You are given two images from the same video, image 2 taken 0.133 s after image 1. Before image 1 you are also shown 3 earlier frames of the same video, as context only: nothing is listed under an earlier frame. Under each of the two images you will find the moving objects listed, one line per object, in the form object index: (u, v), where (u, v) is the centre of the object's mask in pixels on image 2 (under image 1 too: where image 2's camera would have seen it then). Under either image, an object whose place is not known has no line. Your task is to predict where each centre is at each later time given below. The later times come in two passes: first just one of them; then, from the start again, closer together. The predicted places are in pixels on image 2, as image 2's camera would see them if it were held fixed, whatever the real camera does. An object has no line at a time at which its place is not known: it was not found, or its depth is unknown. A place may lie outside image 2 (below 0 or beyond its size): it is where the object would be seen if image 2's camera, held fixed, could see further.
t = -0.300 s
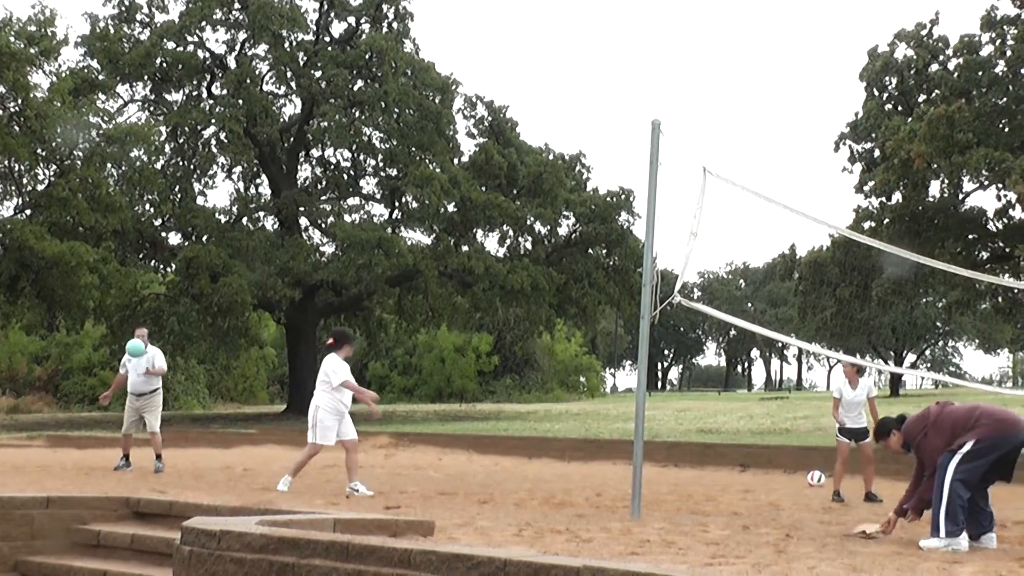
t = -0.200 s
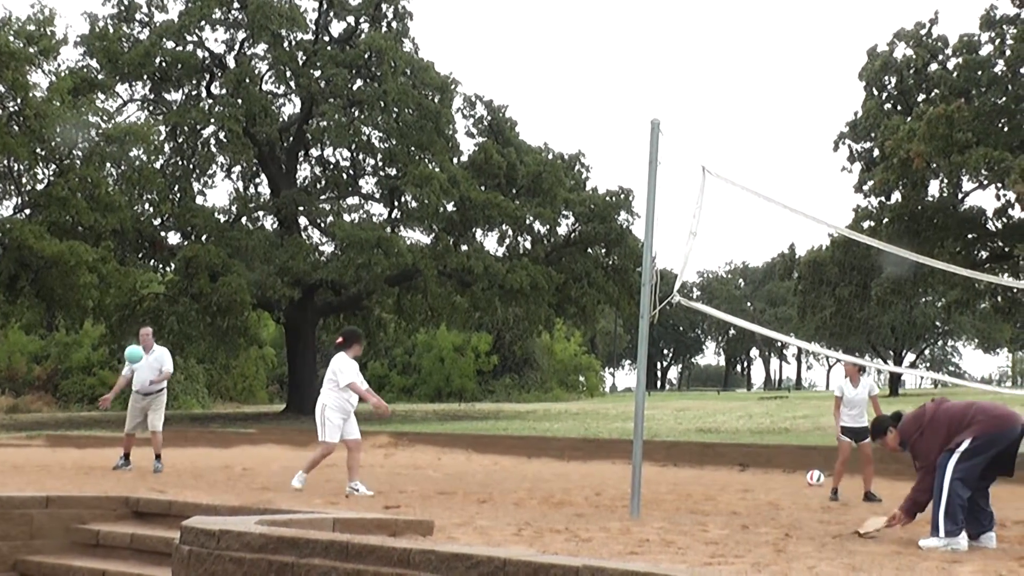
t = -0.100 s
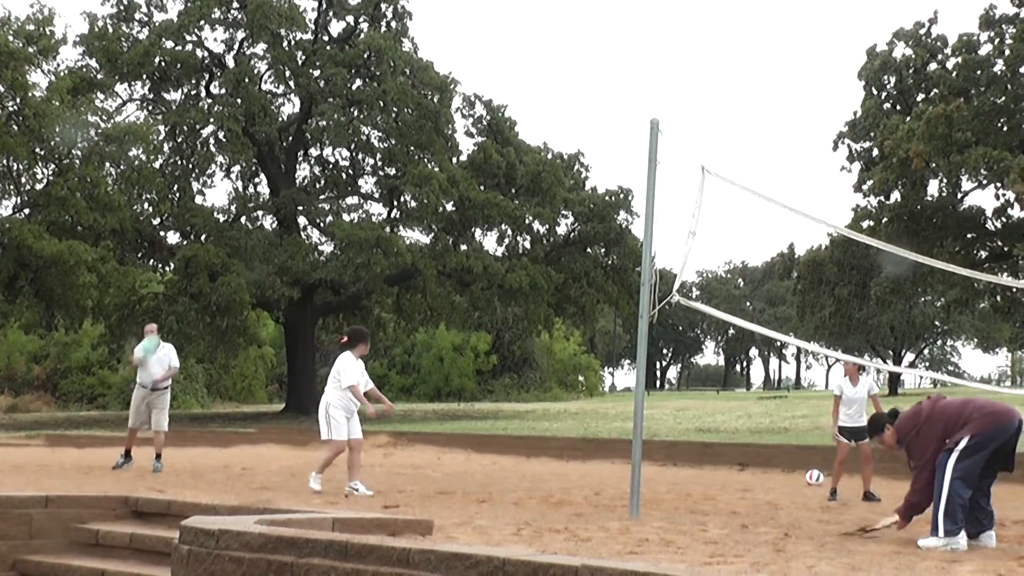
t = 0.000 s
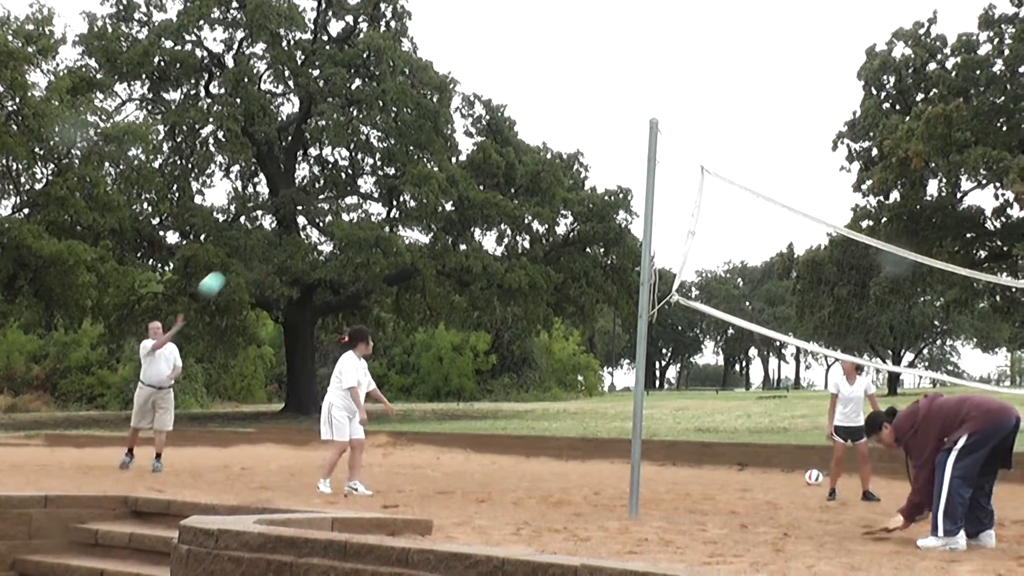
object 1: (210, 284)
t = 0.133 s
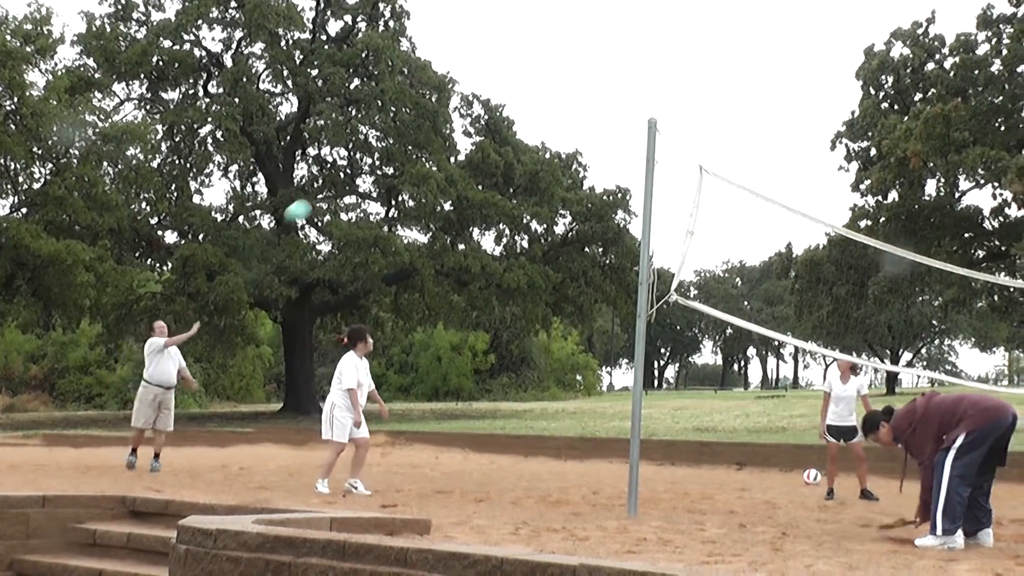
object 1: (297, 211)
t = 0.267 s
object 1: (388, 151)
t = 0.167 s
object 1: (320, 195)
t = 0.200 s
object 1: (342, 180)
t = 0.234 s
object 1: (364, 165)
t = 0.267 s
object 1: (388, 151)
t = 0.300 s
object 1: (411, 139)
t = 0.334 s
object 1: (434, 126)
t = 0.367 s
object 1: (458, 114)
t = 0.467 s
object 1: (534, 90)
